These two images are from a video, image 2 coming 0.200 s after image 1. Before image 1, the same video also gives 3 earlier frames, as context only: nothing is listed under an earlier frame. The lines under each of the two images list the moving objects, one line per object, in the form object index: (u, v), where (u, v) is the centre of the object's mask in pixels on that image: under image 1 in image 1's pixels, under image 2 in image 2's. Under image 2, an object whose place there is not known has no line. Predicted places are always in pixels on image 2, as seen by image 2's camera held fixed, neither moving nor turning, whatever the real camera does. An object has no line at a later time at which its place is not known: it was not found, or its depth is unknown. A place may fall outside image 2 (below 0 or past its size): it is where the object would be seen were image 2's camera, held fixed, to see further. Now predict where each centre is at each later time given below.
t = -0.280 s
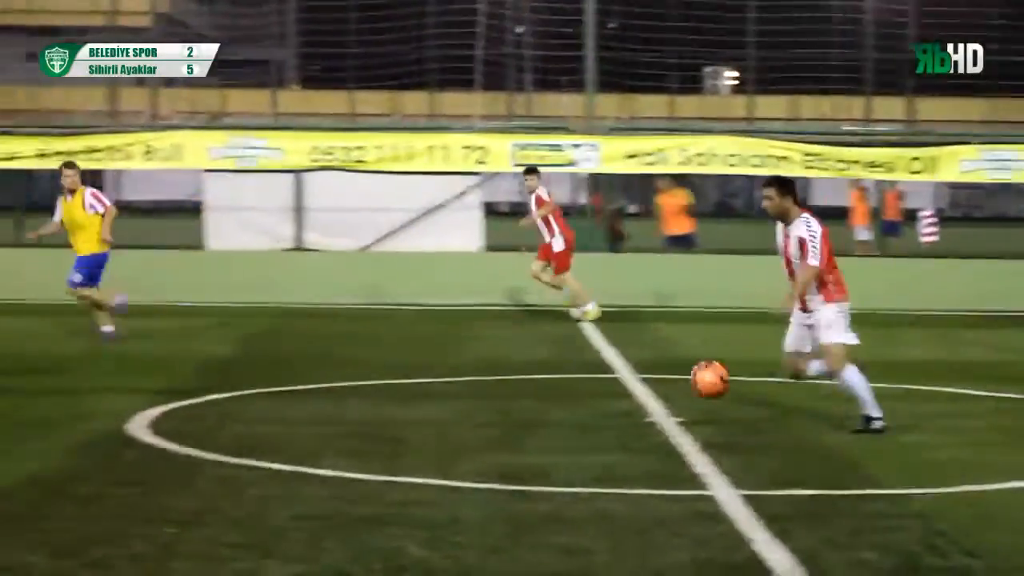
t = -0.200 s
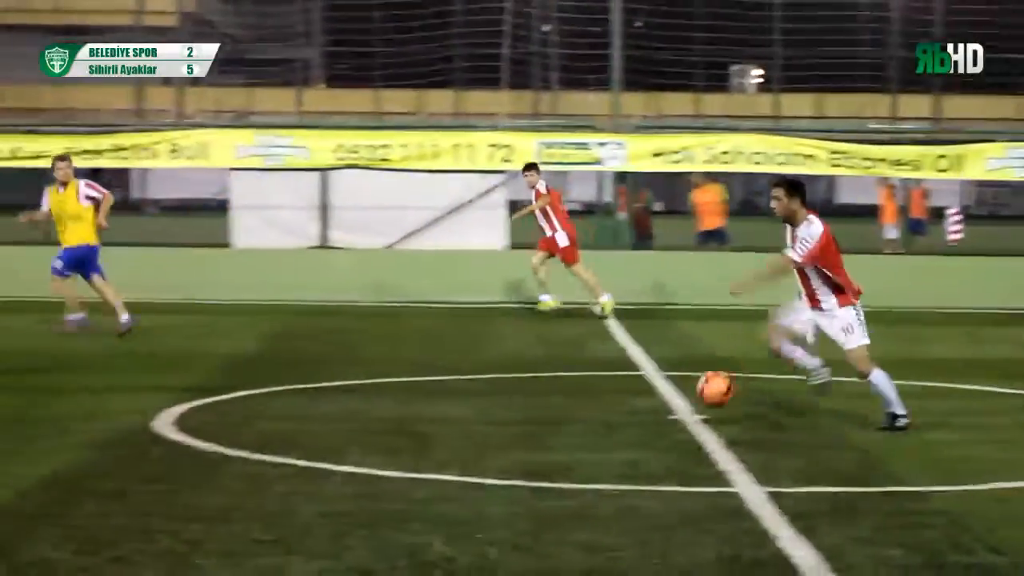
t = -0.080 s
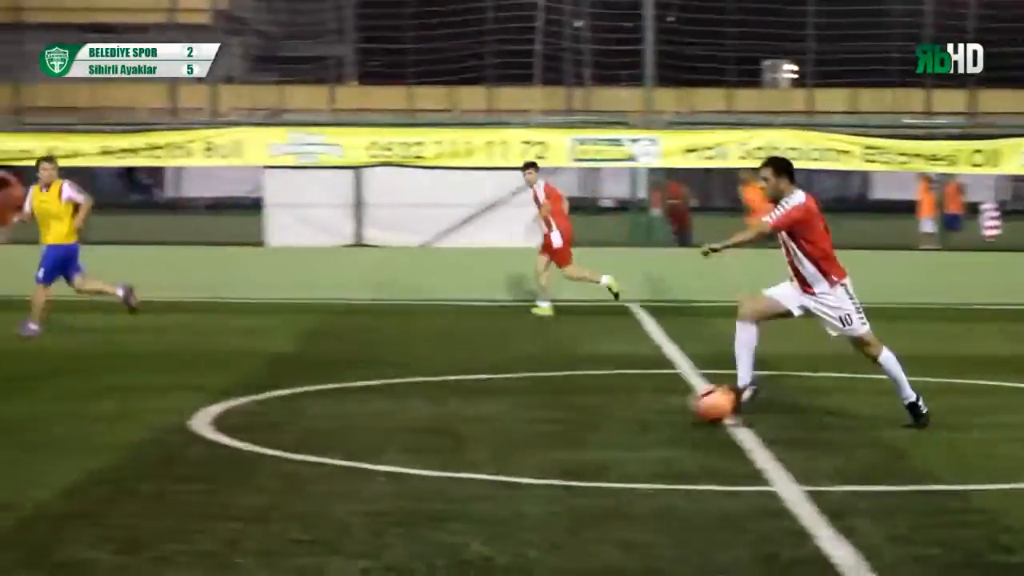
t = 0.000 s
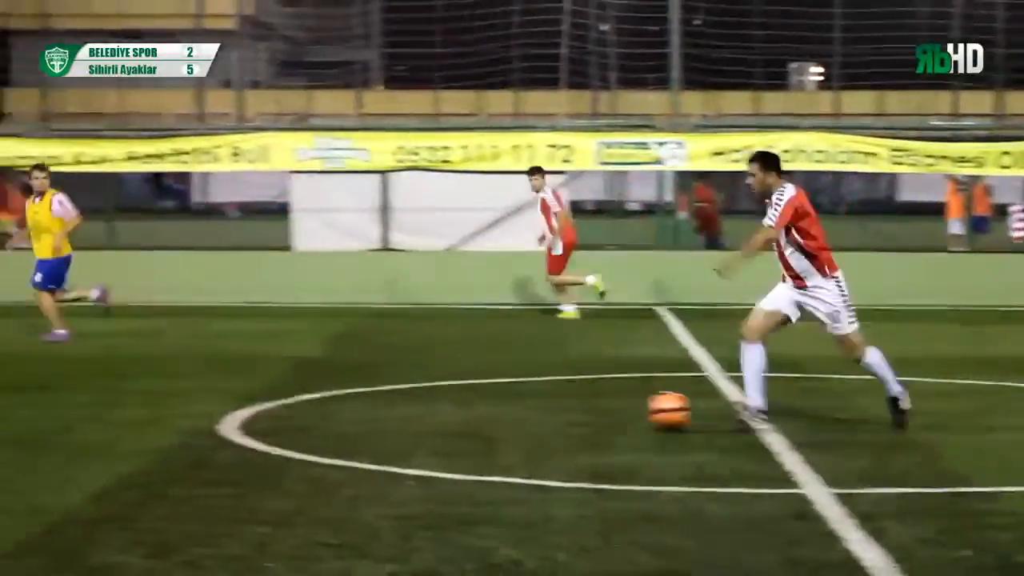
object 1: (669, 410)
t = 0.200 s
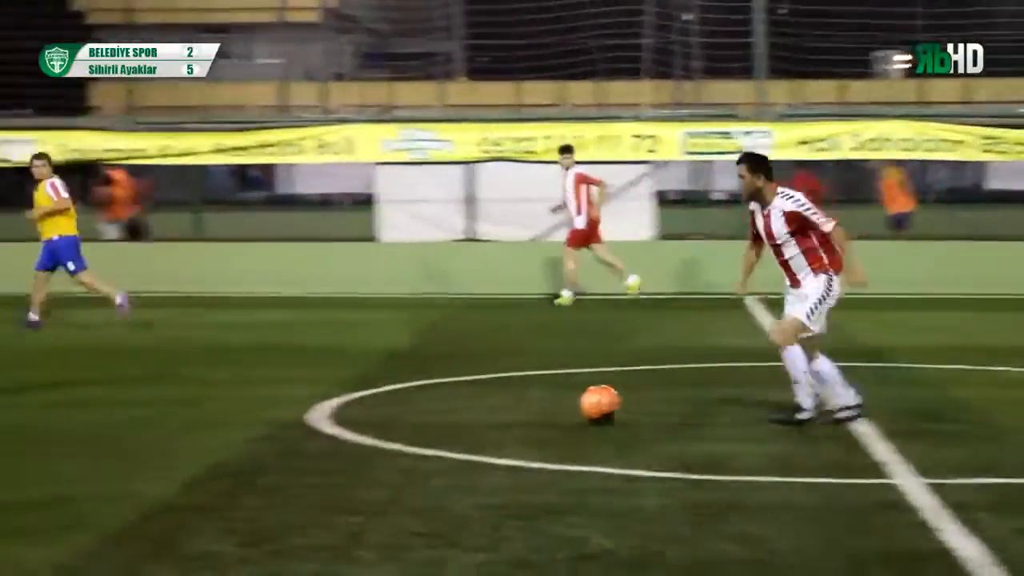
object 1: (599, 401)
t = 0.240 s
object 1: (571, 404)
